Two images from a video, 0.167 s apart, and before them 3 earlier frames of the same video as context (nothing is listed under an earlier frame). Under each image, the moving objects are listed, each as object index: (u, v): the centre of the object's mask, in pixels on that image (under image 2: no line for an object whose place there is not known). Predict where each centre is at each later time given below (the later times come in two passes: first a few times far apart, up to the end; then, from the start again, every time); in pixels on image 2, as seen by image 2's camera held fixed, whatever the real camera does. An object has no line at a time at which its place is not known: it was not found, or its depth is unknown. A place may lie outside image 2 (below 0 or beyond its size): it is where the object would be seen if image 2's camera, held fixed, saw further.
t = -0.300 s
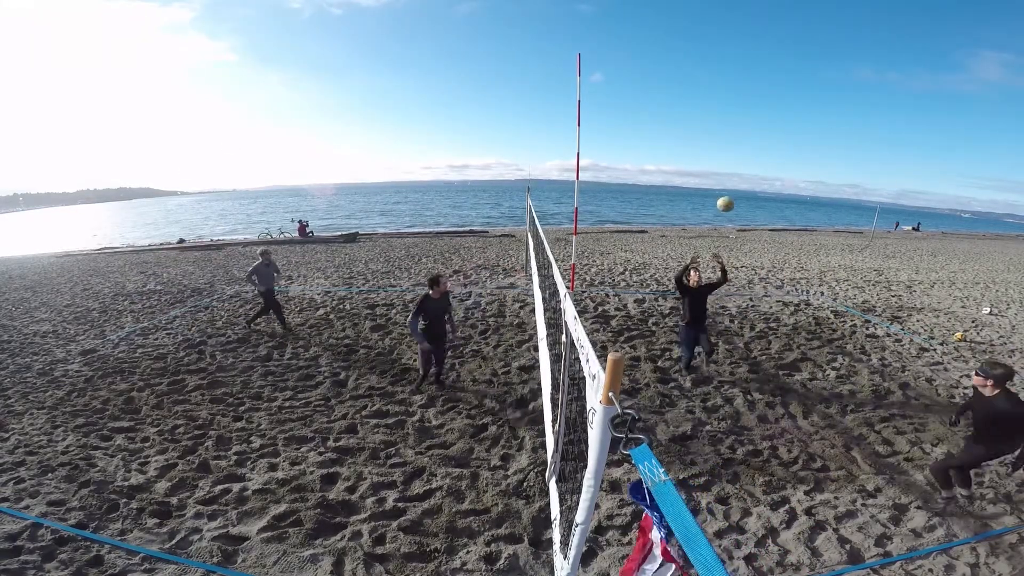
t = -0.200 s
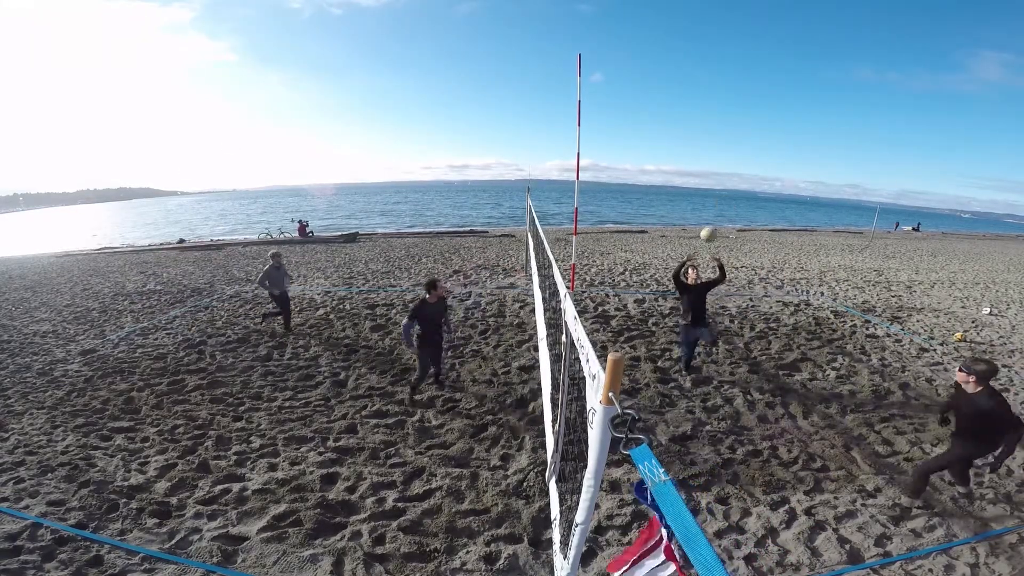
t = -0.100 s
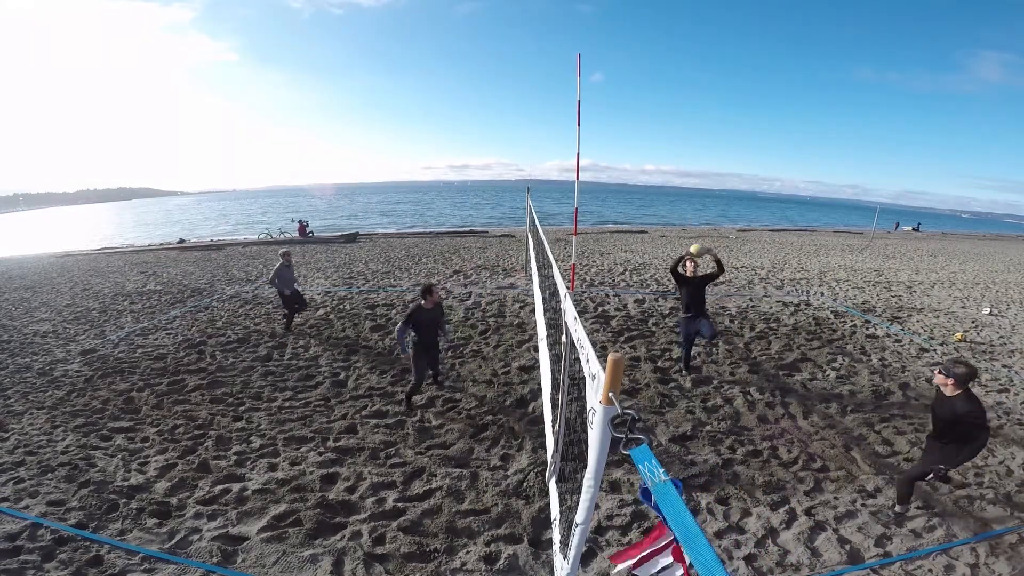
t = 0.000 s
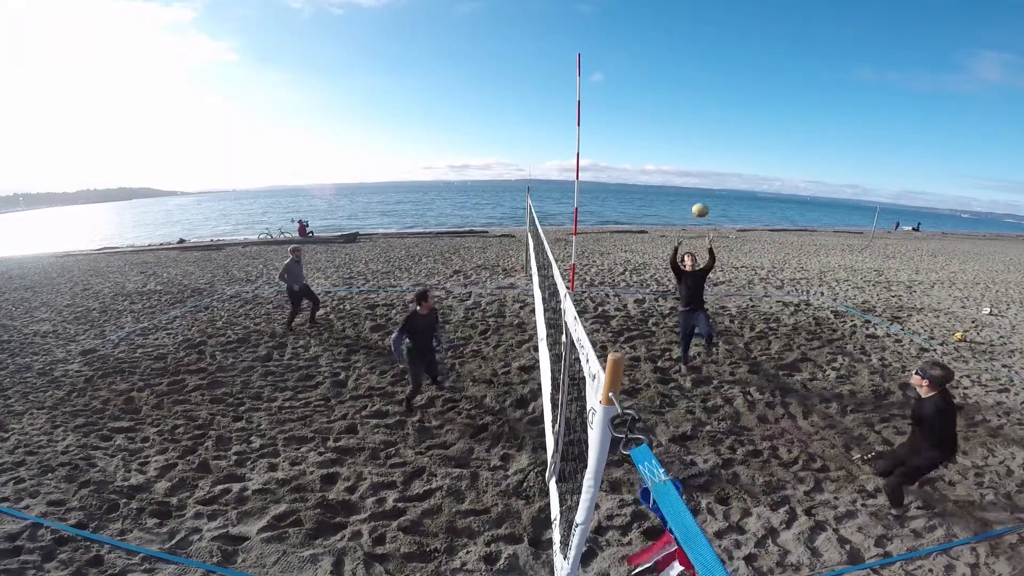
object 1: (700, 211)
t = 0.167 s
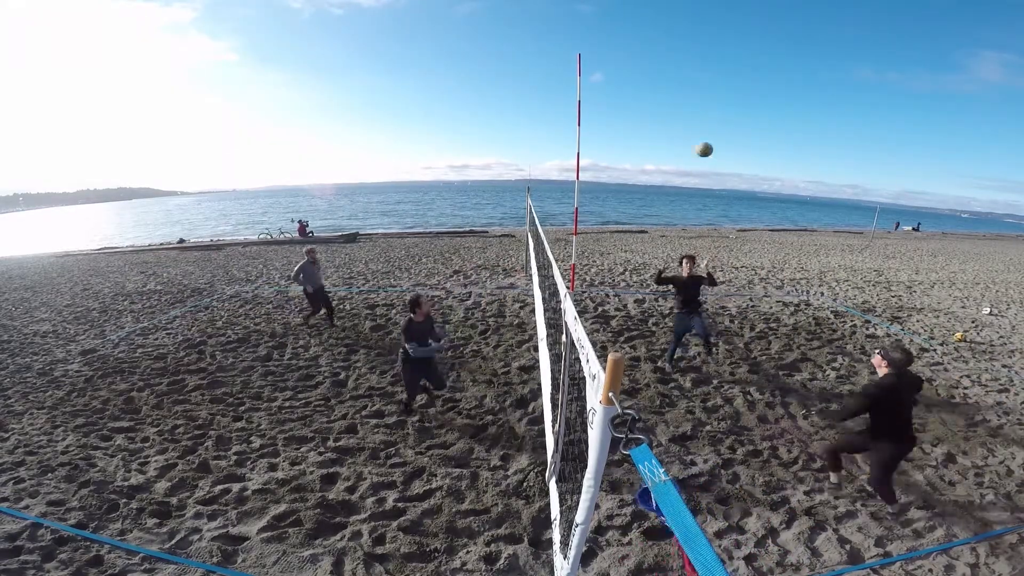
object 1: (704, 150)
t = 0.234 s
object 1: (704, 129)
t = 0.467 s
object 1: (706, 78)
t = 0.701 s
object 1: (711, 61)
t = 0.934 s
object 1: (723, 85)
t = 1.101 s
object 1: (737, 139)
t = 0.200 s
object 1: (704, 139)
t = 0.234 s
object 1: (704, 129)
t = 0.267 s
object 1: (704, 120)
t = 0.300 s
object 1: (704, 111)
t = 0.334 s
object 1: (705, 103)
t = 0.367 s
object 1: (705, 96)
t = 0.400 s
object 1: (705, 89)
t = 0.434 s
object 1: (706, 84)
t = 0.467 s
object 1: (706, 78)
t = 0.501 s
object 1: (707, 73)
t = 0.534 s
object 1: (707, 69)
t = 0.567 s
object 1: (708, 66)
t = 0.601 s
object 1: (709, 64)
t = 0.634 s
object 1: (709, 62)
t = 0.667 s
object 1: (710, 61)
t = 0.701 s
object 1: (711, 61)
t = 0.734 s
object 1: (713, 61)
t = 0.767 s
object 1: (714, 63)
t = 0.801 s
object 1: (716, 65)
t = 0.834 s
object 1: (717, 69)
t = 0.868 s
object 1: (719, 73)
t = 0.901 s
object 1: (721, 78)
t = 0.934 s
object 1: (723, 85)
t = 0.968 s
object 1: (726, 93)
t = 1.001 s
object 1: (729, 102)
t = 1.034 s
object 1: (731, 113)
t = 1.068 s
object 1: (734, 125)
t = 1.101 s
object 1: (737, 139)
